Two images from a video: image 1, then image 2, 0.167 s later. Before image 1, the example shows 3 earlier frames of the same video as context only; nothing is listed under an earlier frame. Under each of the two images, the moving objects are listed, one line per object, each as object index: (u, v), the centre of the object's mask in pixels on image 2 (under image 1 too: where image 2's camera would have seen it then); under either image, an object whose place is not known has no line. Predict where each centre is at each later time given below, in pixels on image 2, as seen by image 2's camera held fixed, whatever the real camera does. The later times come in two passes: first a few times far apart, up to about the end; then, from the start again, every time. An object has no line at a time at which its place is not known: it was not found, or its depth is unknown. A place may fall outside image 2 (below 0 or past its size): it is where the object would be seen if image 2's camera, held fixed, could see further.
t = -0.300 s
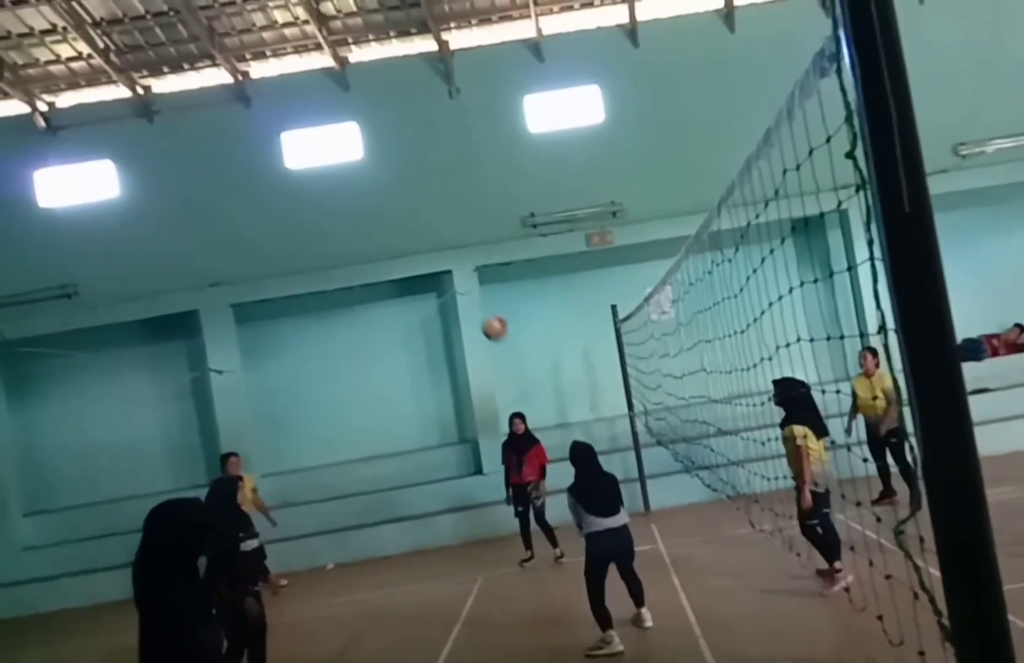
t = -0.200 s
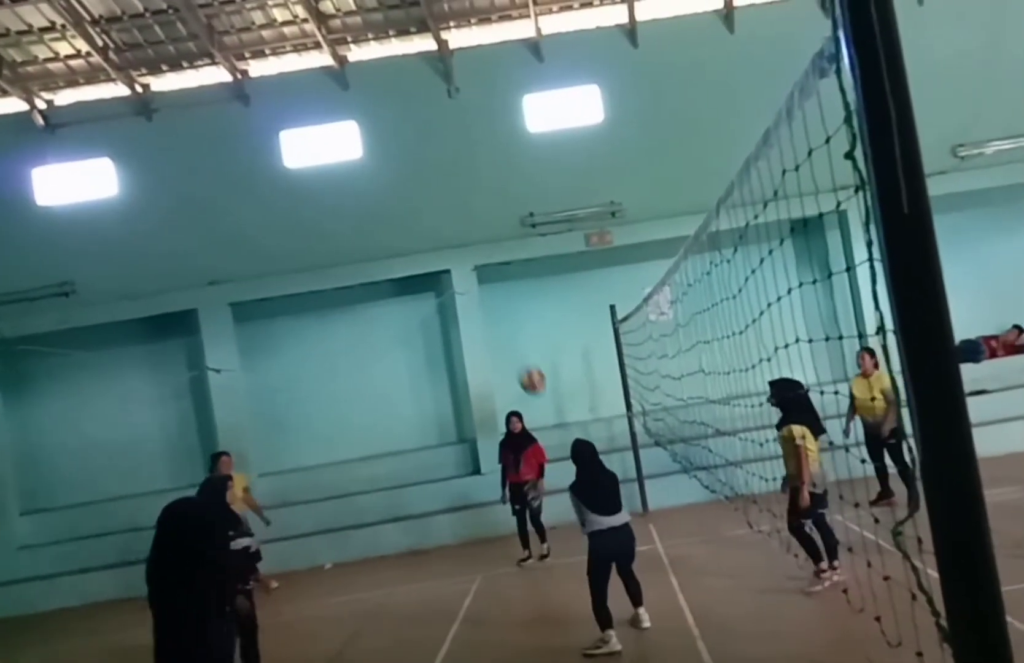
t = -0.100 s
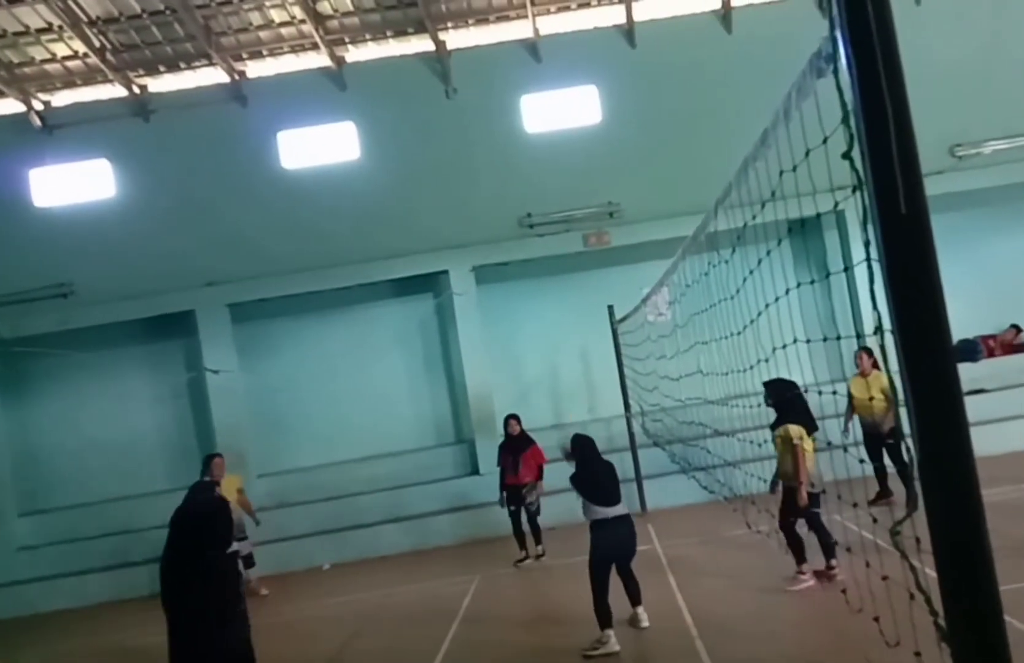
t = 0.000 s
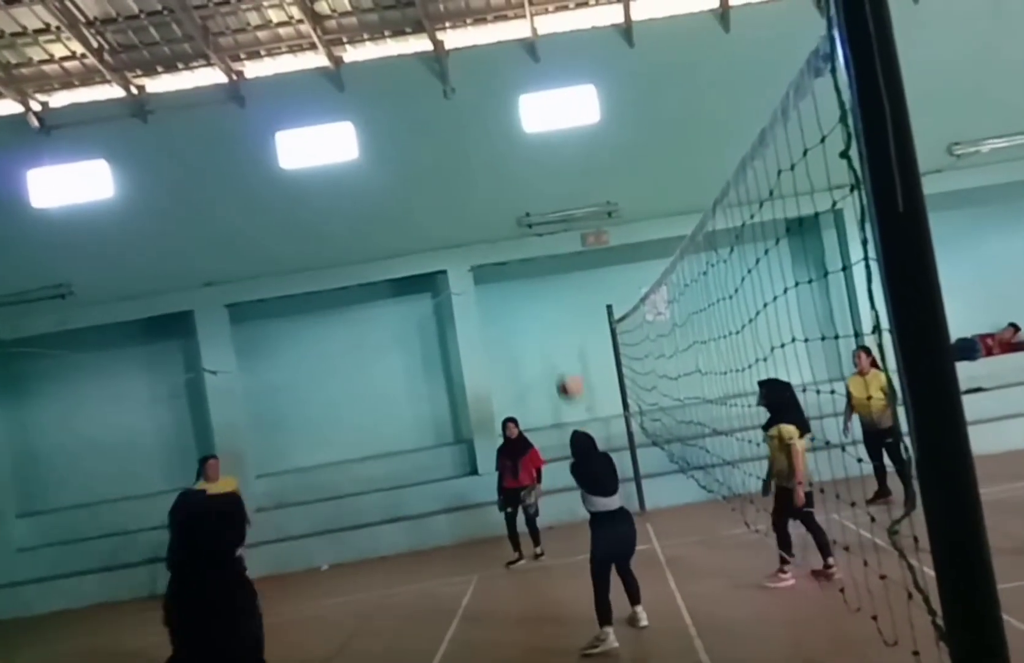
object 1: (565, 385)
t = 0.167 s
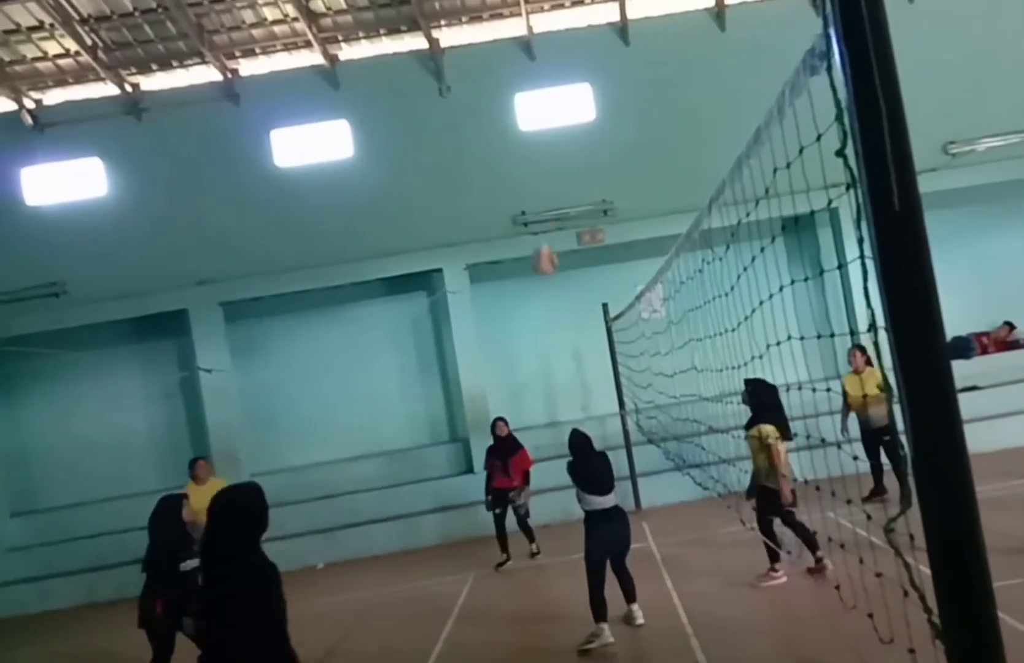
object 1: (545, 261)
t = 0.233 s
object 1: (539, 222)
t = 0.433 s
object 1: (521, 147)
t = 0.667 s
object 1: (515, 121)
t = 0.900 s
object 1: (523, 165)
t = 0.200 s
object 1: (540, 241)
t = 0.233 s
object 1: (539, 222)
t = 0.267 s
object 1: (535, 205)
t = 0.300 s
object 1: (531, 190)
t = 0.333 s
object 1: (529, 176)
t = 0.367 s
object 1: (526, 164)
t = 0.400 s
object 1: (523, 155)
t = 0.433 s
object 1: (521, 147)
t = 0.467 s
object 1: (519, 139)
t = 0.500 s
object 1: (518, 133)
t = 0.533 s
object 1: (517, 128)
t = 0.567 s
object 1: (516, 123)
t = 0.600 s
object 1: (515, 122)
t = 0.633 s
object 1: (515, 121)
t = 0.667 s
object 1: (515, 121)
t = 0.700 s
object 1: (515, 123)
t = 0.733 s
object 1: (515, 127)
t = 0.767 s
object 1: (517, 133)
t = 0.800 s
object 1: (518, 138)
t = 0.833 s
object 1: (520, 145)
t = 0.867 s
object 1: (521, 155)
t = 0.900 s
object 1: (523, 165)
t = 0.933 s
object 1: (525, 175)
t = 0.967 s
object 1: (528, 188)
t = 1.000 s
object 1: (531, 203)
